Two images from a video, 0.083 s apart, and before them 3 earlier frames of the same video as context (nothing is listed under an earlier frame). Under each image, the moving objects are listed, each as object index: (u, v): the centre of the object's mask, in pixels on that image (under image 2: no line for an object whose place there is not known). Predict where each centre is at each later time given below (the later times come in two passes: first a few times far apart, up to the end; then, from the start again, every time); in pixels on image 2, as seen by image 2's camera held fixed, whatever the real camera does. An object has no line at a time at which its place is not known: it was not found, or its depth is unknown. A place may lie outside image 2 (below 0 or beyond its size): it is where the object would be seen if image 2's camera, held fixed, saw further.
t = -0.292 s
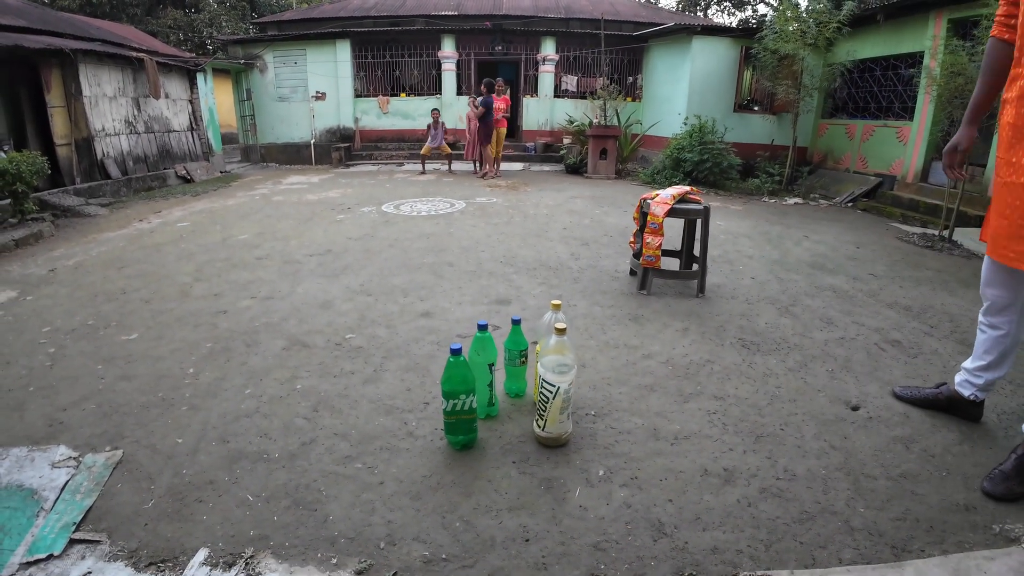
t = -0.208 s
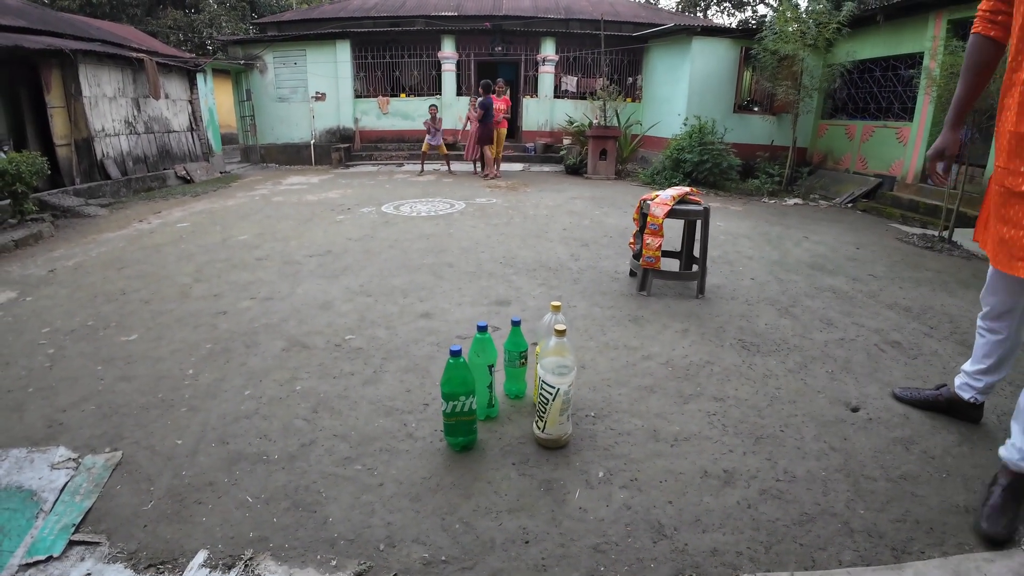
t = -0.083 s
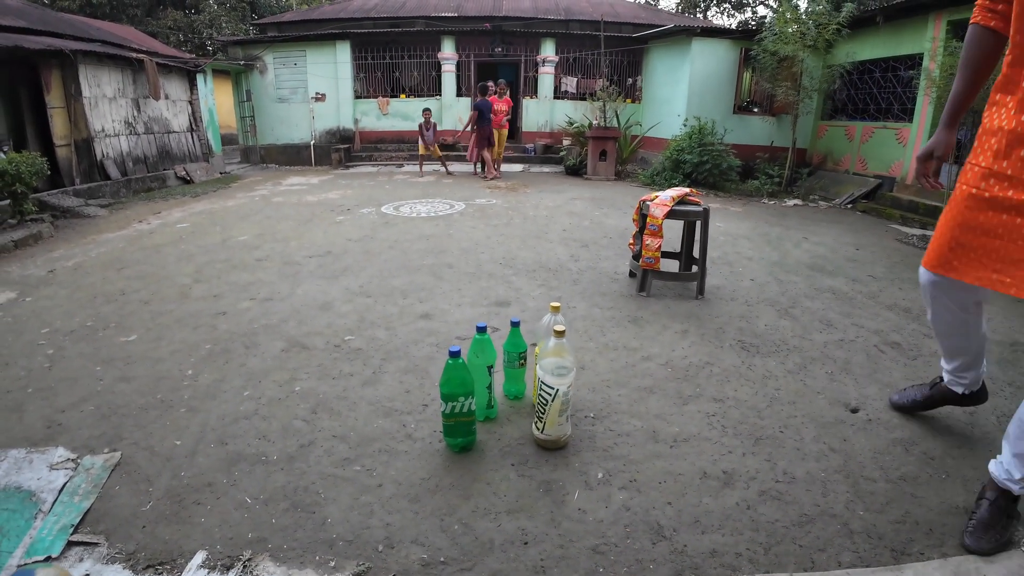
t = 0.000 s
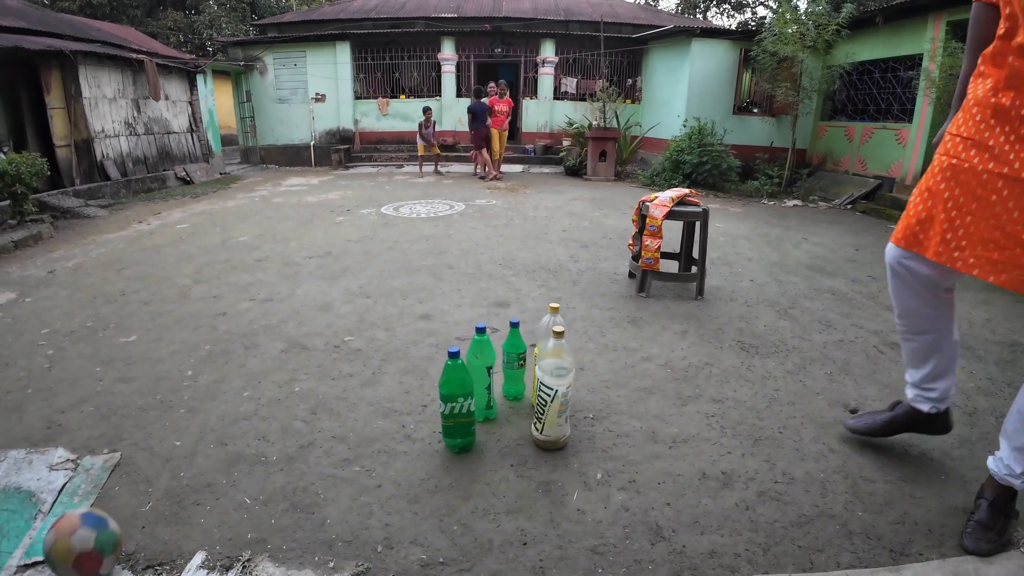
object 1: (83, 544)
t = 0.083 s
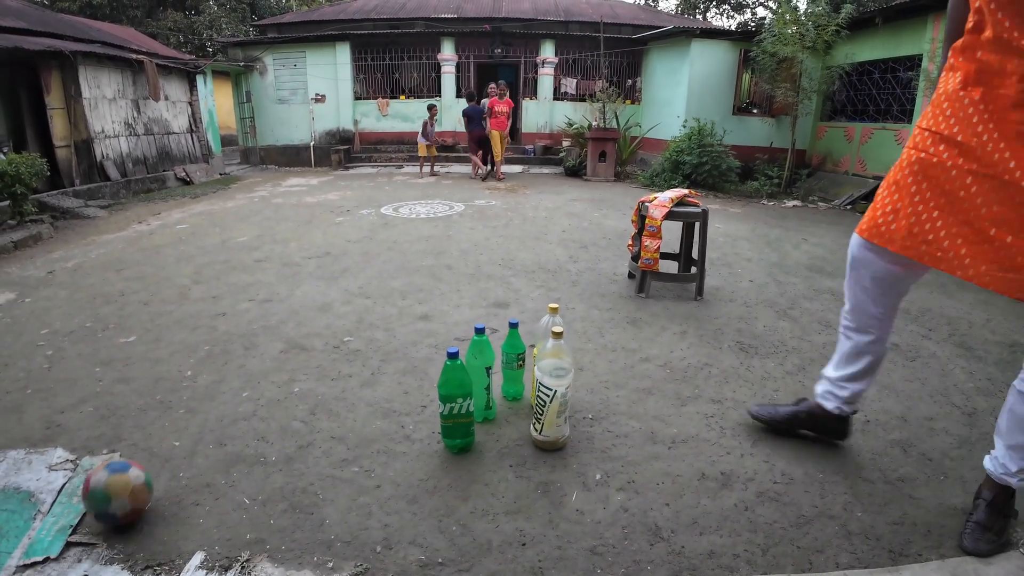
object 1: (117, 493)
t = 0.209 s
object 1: (160, 430)
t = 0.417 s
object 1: (212, 371)
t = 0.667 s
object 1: (248, 333)
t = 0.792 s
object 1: (261, 321)
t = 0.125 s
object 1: (134, 470)
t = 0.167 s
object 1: (148, 450)
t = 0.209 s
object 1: (160, 430)
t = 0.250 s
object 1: (172, 417)
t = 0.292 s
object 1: (184, 404)
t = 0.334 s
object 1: (195, 390)
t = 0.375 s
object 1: (204, 380)
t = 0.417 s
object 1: (212, 371)
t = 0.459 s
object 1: (220, 363)
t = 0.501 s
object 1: (225, 354)
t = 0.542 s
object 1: (231, 347)
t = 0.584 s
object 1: (237, 342)
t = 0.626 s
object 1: (242, 338)
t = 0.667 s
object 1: (248, 333)
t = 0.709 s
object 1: (252, 328)
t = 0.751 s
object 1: (256, 324)
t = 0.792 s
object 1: (261, 321)
